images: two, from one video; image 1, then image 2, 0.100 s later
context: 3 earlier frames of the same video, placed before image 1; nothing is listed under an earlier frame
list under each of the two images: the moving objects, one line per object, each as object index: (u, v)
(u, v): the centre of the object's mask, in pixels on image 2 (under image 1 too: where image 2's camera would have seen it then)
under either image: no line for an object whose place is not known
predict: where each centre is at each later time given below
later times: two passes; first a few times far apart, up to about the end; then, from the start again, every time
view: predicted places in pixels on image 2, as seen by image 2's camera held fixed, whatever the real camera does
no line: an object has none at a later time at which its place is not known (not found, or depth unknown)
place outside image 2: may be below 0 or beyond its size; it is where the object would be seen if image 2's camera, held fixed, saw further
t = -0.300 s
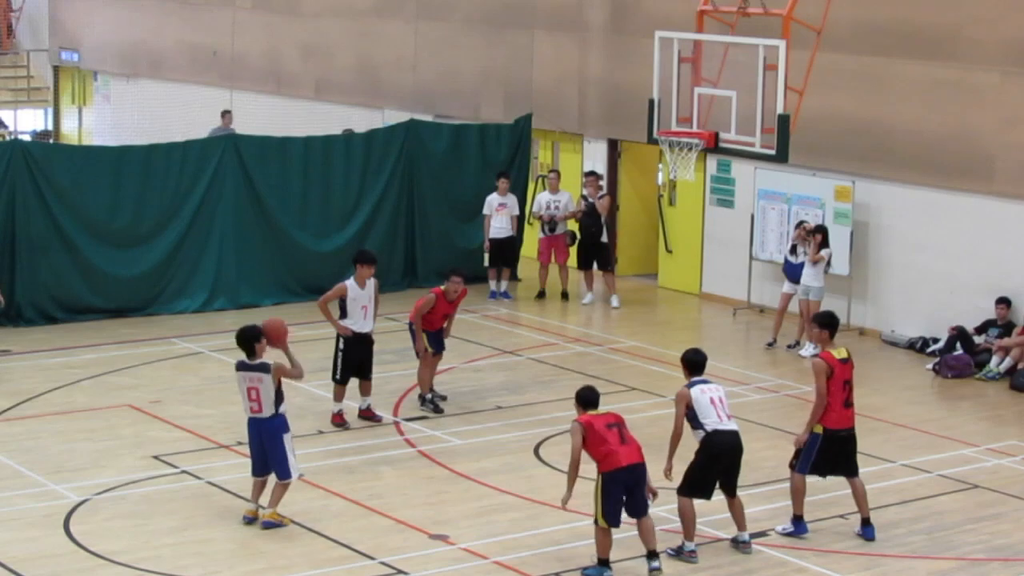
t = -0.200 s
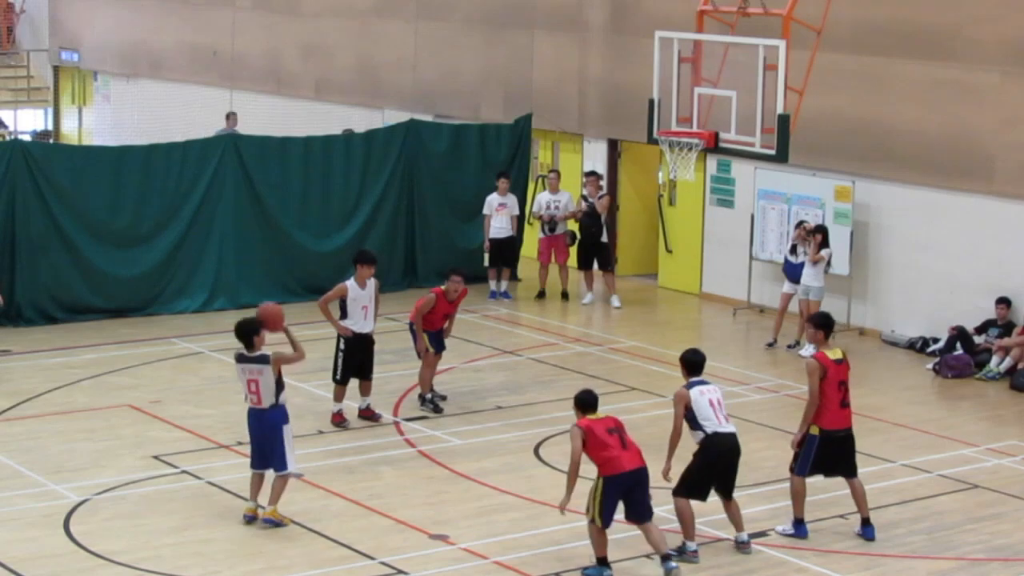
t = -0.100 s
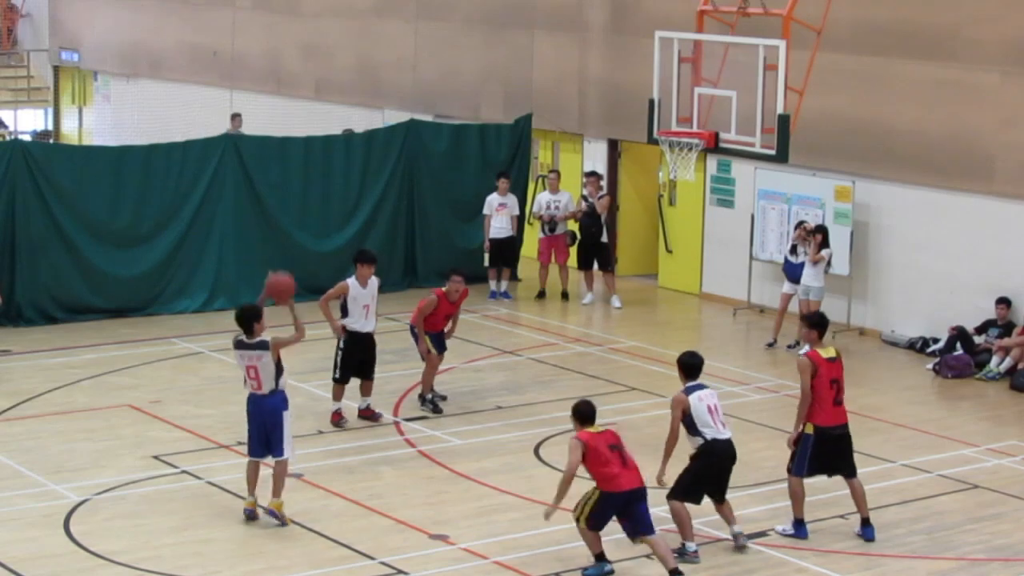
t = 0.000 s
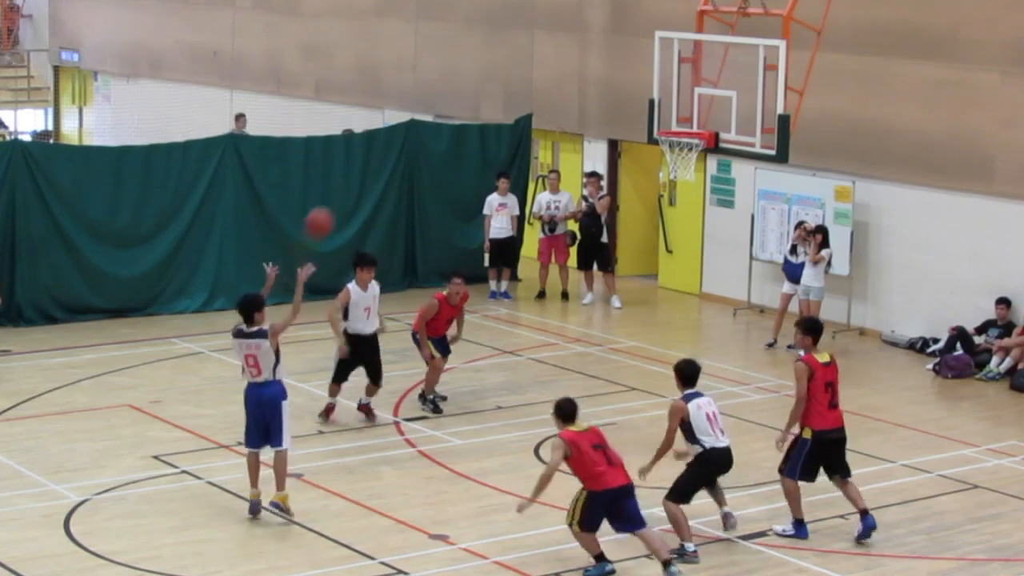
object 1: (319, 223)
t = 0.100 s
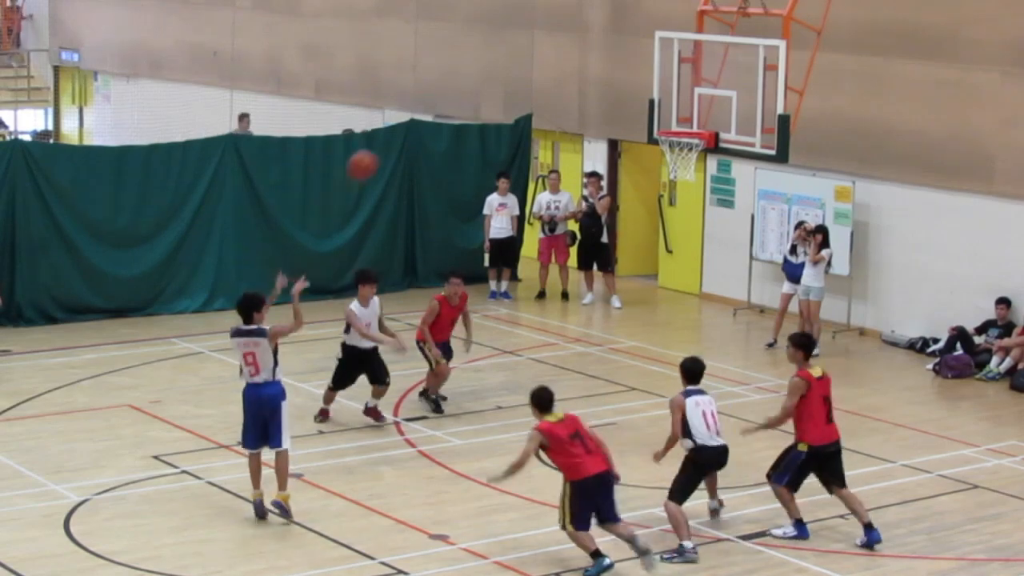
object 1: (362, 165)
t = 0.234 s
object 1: (419, 109)
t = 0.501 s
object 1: (521, 60)
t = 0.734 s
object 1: (605, 81)
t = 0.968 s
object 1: (641, 106)
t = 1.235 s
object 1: (592, 83)
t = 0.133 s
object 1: (376, 149)
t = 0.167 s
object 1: (391, 135)
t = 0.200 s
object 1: (403, 122)
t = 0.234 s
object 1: (419, 109)
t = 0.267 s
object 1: (432, 99)
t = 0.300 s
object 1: (445, 89)
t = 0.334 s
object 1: (458, 81)
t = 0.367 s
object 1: (471, 74)
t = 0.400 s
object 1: (484, 69)
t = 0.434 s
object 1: (496, 64)
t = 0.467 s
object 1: (509, 61)
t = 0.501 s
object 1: (521, 60)
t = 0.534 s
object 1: (534, 59)
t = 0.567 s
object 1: (546, 59)
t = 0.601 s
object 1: (558, 61)
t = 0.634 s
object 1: (570, 64)
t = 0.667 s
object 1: (581, 68)
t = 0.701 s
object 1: (593, 74)
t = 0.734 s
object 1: (605, 81)
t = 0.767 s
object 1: (616, 89)
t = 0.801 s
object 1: (627, 98)
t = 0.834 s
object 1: (638, 108)
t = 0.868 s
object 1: (648, 118)
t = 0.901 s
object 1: (651, 122)
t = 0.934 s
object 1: (646, 113)
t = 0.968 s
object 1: (641, 106)
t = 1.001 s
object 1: (634, 99)
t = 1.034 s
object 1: (628, 93)
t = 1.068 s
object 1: (622, 89)
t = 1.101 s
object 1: (616, 85)
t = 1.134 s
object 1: (610, 83)
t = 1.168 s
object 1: (604, 82)
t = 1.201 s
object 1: (598, 82)
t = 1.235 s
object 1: (592, 83)
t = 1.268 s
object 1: (585, 85)
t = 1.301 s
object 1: (579, 89)
